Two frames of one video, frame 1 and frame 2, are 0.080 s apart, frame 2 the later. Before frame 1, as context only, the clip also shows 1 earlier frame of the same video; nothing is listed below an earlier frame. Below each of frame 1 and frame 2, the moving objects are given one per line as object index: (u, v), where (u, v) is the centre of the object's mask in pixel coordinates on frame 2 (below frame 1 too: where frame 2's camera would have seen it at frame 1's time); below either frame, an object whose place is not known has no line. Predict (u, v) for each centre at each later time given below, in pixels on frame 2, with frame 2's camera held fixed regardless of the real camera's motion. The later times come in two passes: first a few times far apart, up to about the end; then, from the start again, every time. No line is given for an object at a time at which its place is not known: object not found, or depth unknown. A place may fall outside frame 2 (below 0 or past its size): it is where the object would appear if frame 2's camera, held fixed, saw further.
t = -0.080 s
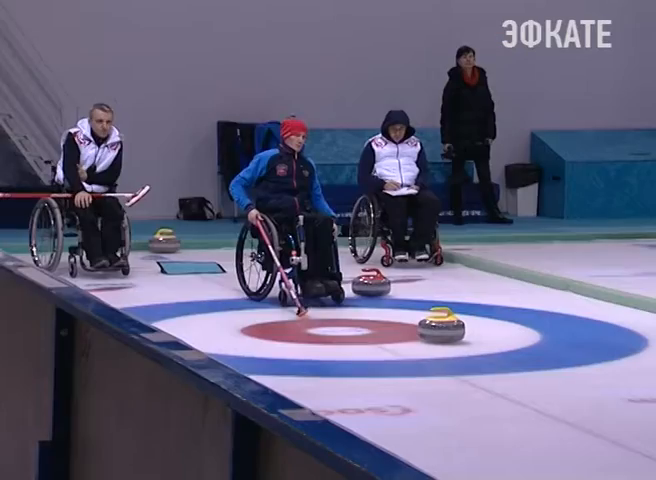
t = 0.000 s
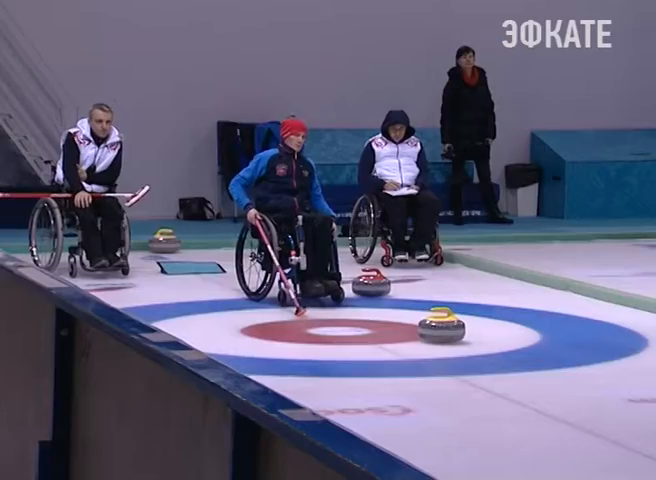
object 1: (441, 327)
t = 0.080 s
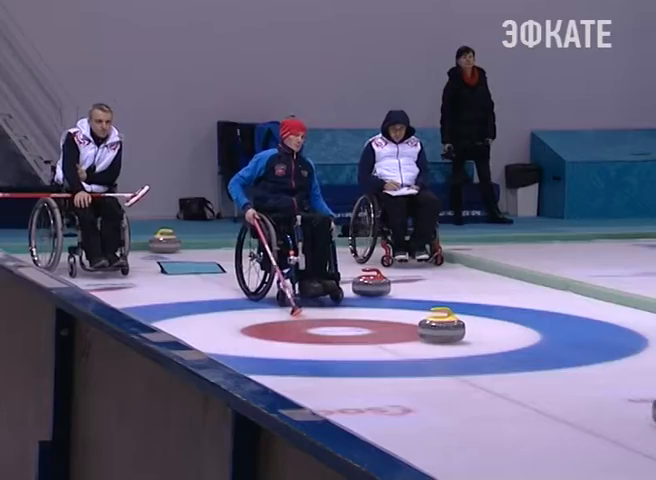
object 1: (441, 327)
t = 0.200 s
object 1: (441, 327)
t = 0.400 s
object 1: (441, 327)
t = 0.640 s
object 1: (441, 327)
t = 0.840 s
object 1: (441, 327)
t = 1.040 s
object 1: (441, 327)
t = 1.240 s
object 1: (441, 327)
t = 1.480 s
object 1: (440, 326)
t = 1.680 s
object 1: (432, 322)
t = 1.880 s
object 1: (422, 319)
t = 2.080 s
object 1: (410, 315)
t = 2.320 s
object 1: (394, 308)
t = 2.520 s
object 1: (381, 303)
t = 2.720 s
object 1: (370, 298)
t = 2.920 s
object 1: (359, 295)
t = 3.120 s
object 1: (349, 291)
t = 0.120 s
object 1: (441, 327)
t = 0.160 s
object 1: (441, 327)
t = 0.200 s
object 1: (441, 327)
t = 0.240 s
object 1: (441, 327)
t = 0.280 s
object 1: (441, 327)
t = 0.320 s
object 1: (441, 327)
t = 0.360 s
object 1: (441, 327)
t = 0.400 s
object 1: (441, 327)
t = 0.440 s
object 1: (441, 327)
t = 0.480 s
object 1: (441, 327)
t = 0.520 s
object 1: (441, 327)
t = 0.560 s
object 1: (441, 327)
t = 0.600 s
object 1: (441, 327)
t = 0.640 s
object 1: (441, 327)
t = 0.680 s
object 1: (441, 327)
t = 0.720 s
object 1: (441, 327)
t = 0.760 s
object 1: (441, 327)
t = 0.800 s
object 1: (441, 327)
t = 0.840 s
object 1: (441, 327)
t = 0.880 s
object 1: (441, 327)
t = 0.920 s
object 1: (441, 327)
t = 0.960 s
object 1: (441, 327)
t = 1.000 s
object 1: (441, 327)
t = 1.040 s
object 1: (441, 327)
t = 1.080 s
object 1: (441, 327)
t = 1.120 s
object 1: (441, 327)
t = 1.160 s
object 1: (441, 327)
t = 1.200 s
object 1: (441, 327)
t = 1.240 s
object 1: (441, 327)
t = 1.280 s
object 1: (441, 327)
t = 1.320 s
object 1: (441, 327)
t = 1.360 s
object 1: (441, 327)
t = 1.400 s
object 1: (441, 327)
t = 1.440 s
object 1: (440, 326)
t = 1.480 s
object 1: (440, 326)
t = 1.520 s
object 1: (438, 325)
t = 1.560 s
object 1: (436, 324)
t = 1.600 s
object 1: (435, 323)
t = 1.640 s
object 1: (434, 322)
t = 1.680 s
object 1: (432, 322)
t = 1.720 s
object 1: (430, 321)
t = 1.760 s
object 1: (428, 320)
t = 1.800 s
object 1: (425, 320)
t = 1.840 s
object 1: (423, 319)
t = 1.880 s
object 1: (422, 319)
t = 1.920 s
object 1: (419, 318)
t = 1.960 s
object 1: (417, 317)
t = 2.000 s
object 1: (415, 316)
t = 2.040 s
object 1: (412, 315)
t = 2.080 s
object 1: (410, 315)
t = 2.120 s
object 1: (407, 314)
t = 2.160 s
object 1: (404, 312)
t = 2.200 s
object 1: (401, 312)
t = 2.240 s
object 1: (399, 310)
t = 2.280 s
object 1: (396, 309)
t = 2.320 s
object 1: (394, 308)
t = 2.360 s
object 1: (391, 307)
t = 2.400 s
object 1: (389, 306)
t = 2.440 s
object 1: (386, 305)
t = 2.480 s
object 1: (384, 304)
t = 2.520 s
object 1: (381, 303)
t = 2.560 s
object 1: (379, 302)
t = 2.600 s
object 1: (377, 301)
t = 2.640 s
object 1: (374, 300)
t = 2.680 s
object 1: (372, 299)
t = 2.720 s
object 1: (370, 298)
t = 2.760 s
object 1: (367, 298)
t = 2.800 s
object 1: (365, 297)
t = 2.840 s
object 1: (364, 296)
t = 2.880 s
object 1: (362, 295)
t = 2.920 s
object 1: (359, 295)
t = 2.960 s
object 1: (357, 294)
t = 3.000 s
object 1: (355, 293)
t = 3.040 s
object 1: (353, 292)
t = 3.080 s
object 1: (351, 291)
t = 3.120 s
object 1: (349, 291)
